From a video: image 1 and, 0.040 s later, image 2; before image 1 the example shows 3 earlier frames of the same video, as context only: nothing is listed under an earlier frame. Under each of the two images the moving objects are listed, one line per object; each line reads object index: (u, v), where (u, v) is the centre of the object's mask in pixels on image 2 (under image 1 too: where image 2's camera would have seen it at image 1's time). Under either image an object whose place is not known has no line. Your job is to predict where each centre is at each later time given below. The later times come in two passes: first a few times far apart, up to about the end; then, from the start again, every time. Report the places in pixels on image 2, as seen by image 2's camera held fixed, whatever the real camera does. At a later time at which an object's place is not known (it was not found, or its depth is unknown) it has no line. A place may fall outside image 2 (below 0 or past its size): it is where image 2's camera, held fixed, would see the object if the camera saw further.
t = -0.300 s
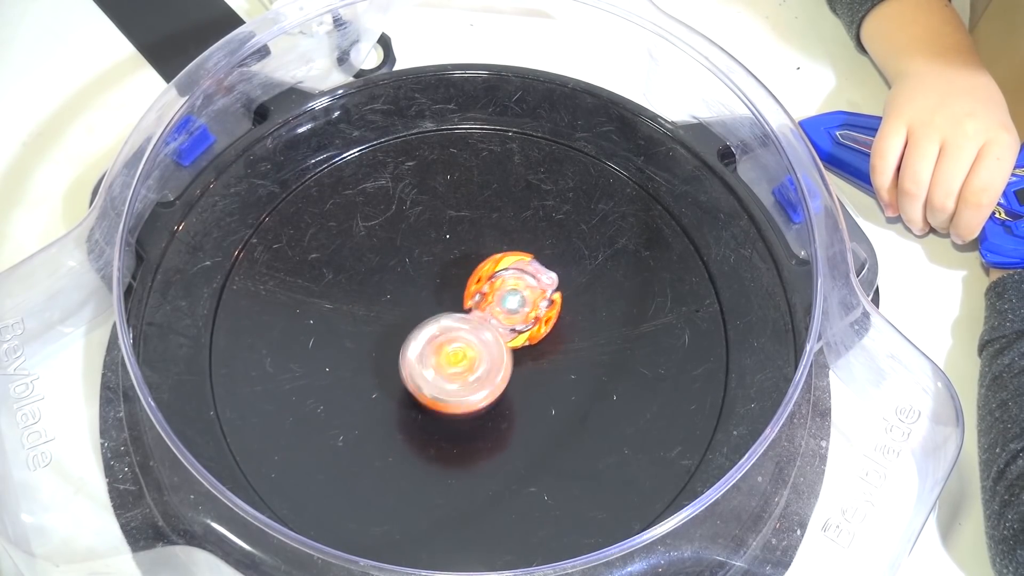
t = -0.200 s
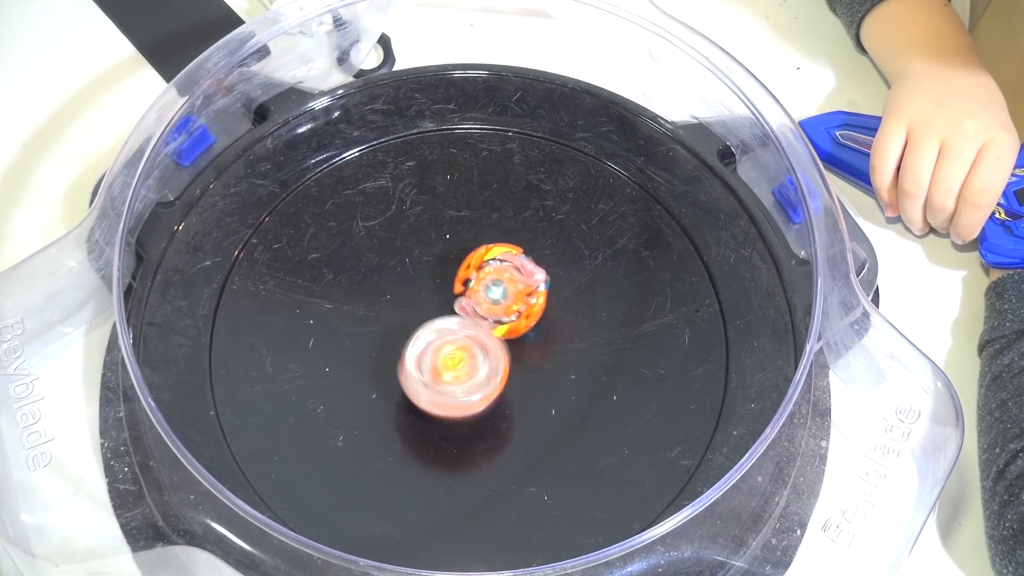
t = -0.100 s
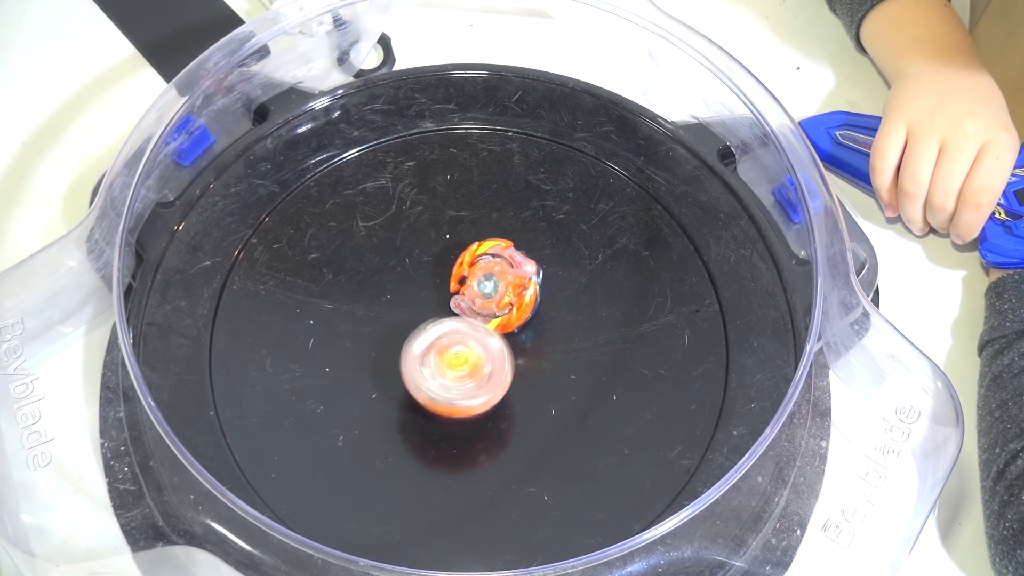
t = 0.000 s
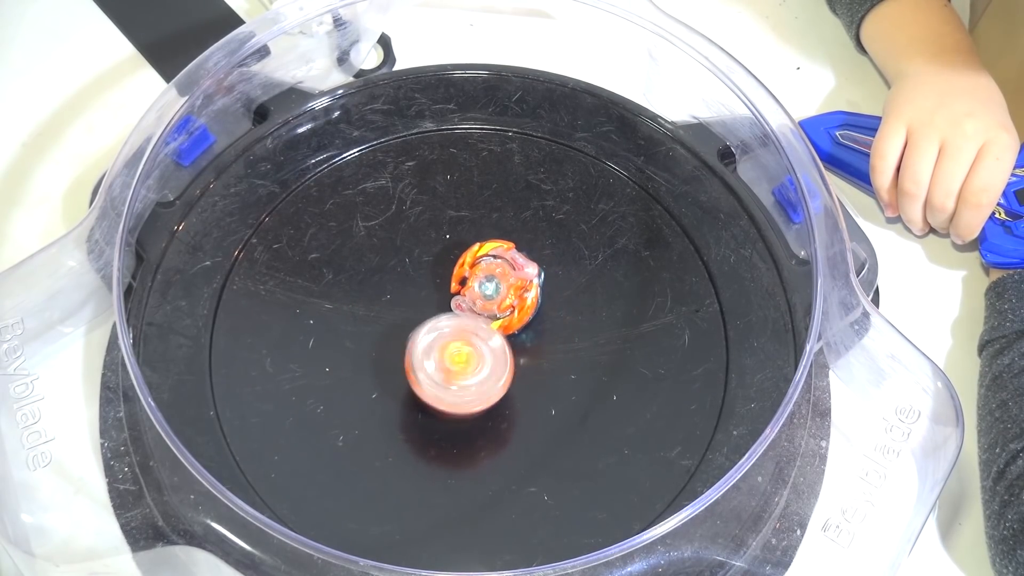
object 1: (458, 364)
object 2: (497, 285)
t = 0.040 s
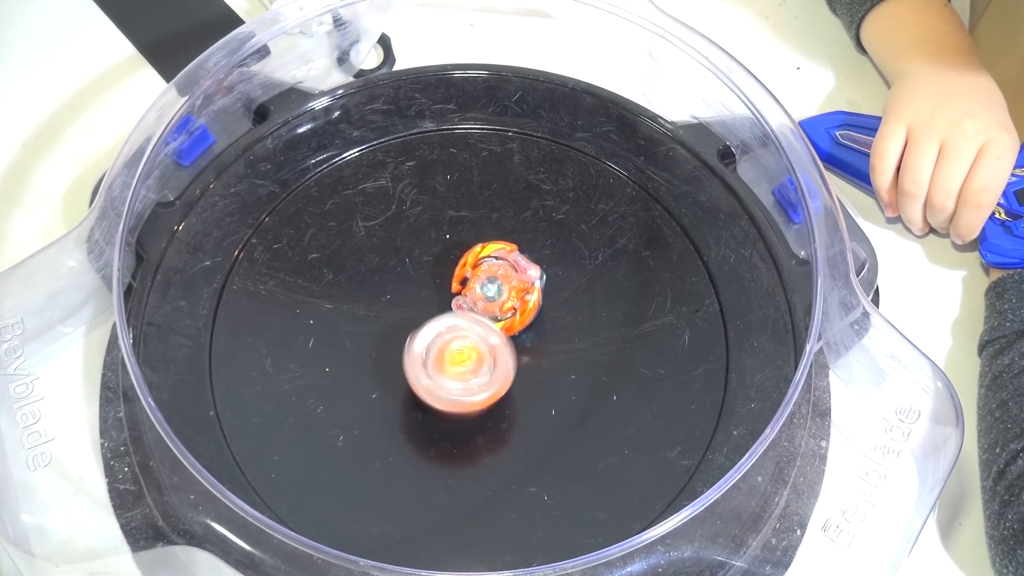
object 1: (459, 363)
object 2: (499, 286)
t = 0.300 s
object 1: (436, 350)
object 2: (537, 297)
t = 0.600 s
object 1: (432, 332)
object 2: (545, 337)
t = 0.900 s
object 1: (436, 273)
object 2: (580, 419)
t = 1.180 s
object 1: (447, 302)
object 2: (520, 395)
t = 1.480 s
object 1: (423, 326)
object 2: (520, 373)
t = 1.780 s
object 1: (444, 320)
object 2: (505, 397)
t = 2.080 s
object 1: (502, 291)
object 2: (502, 402)
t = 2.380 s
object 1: (502, 283)
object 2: (534, 369)
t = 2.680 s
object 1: (502, 283)
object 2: (510, 369)
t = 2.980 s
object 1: (493, 301)
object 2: (496, 388)
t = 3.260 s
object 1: (469, 306)
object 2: (497, 385)
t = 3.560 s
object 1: (468, 306)
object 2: (497, 384)
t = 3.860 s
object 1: (467, 306)
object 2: (497, 385)
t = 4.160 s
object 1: (467, 306)
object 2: (497, 384)
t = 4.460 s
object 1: (467, 306)
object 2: (497, 384)
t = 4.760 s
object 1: (468, 306)
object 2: (497, 384)
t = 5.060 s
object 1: (468, 306)
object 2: (497, 384)
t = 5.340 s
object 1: (468, 306)
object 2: (497, 384)
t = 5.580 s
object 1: (468, 306)
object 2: (497, 384)
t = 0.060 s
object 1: (459, 362)
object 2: (500, 286)
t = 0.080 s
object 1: (460, 361)
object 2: (502, 287)
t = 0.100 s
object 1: (459, 360)
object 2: (504, 288)
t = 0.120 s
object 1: (459, 359)
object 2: (507, 289)
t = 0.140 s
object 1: (458, 359)
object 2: (510, 290)
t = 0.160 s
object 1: (451, 358)
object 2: (517, 291)
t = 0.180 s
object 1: (446, 355)
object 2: (524, 293)
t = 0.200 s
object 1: (441, 354)
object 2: (531, 293)
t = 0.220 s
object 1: (438, 351)
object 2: (535, 293)
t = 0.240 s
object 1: (437, 349)
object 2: (537, 293)
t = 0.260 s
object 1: (437, 349)
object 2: (538, 294)
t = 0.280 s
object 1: (436, 350)
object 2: (537, 295)
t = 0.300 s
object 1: (436, 350)
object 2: (537, 297)
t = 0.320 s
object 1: (434, 350)
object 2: (538, 298)
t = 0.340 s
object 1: (433, 350)
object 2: (538, 299)
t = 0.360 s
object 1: (433, 349)
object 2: (539, 301)
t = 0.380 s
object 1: (433, 347)
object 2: (540, 303)
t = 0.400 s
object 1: (434, 348)
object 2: (540, 304)
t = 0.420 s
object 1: (433, 347)
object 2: (540, 306)
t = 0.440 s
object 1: (433, 347)
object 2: (540, 309)
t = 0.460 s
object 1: (434, 346)
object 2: (539, 311)
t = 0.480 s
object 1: (433, 345)
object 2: (538, 314)
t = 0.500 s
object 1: (434, 345)
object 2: (536, 317)
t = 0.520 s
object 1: (435, 343)
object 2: (534, 320)
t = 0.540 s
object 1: (434, 341)
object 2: (535, 323)
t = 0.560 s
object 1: (431, 338)
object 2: (540, 325)
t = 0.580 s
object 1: (431, 335)
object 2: (543, 330)
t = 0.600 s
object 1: (432, 332)
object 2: (545, 337)
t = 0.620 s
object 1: (432, 331)
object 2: (546, 344)
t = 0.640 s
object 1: (435, 328)
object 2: (546, 349)
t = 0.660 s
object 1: (437, 328)
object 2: (545, 355)
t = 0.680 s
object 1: (441, 327)
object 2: (543, 360)
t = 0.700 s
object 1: (442, 326)
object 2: (541, 365)
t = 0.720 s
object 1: (446, 325)
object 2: (542, 367)
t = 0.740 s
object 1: (447, 323)
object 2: (542, 368)
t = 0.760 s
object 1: (451, 323)
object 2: (543, 369)
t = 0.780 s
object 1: (448, 313)
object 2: (553, 377)
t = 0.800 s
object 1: (443, 301)
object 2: (565, 388)
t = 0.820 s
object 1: (439, 292)
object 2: (573, 397)
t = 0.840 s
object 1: (436, 285)
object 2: (579, 404)
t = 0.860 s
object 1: (434, 279)
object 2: (581, 410)
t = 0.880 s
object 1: (434, 276)
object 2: (581, 415)
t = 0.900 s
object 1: (436, 273)
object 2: (580, 419)
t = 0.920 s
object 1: (441, 274)
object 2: (577, 423)
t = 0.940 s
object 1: (443, 277)
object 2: (574, 427)
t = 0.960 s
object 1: (446, 279)
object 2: (570, 430)
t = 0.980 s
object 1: (445, 283)
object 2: (565, 432)
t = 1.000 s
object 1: (443, 286)
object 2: (560, 434)
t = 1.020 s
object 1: (442, 287)
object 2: (554, 435)
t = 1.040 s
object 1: (442, 287)
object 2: (547, 435)
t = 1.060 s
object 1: (443, 288)
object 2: (540, 434)
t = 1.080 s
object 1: (443, 290)
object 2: (534, 430)
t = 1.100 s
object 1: (444, 291)
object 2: (528, 425)
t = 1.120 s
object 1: (445, 293)
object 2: (524, 418)
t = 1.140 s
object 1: (445, 295)
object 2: (521, 411)
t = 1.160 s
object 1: (446, 298)
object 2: (520, 403)
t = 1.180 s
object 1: (447, 302)
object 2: (520, 395)
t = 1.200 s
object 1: (446, 304)
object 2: (521, 388)
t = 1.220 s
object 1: (445, 307)
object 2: (522, 382)
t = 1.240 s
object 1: (444, 312)
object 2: (524, 377)
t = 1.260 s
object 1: (442, 316)
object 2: (526, 373)
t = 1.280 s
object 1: (440, 319)
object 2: (528, 371)
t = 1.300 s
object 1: (437, 323)
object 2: (529, 371)
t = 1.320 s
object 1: (435, 322)
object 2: (529, 371)
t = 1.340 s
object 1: (433, 324)
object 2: (529, 371)
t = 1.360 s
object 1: (430, 326)
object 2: (529, 371)
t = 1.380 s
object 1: (429, 326)
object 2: (528, 371)
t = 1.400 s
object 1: (427, 328)
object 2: (527, 371)
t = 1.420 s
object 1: (425, 329)
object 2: (525, 371)
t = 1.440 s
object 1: (423, 329)
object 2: (524, 372)
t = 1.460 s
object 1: (424, 328)
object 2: (522, 372)
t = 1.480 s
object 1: (423, 326)
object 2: (520, 373)
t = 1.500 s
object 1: (423, 324)
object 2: (517, 374)
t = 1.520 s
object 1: (423, 324)
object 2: (515, 375)
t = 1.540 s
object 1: (422, 325)
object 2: (513, 377)
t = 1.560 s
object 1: (421, 324)
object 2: (511, 379)
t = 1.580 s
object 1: (423, 324)
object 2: (509, 380)
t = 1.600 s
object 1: (426, 325)
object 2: (508, 382)
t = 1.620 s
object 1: (427, 326)
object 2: (506, 384)
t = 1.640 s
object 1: (430, 327)
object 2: (506, 386)
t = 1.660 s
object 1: (431, 328)
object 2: (505, 388)
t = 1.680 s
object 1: (430, 325)
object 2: (506, 391)
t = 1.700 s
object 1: (430, 320)
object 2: (506, 394)
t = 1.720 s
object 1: (432, 317)
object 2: (506, 396)
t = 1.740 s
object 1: (437, 316)
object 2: (505, 397)
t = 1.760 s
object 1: (441, 318)
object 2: (505, 397)
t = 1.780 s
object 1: (444, 320)
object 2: (505, 397)
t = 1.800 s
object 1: (449, 323)
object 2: (505, 397)
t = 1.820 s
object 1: (452, 324)
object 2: (505, 396)
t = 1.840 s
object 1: (455, 321)
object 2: (506, 399)
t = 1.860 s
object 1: (460, 317)
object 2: (506, 404)
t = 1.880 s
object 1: (465, 314)
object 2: (506, 407)
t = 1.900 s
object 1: (470, 312)
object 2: (508, 408)
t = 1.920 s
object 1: (475, 309)
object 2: (509, 409)
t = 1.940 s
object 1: (480, 307)
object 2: (510, 409)
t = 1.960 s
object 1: (486, 306)
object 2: (510, 409)
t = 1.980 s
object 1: (490, 304)
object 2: (510, 409)
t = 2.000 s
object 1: (494, 302)
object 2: (509, 408)
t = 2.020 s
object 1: (498, 300)
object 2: (507, 408)
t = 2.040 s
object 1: (500, 297)
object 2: (506, 406)
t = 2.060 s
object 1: (502, 294)
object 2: (504, 404)
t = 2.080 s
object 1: (502, 291)
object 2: (502, 402)
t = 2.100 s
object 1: (503, 289)
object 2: (500, 399)
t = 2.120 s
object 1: (503, 287)
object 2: (499, 395)
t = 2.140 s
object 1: (503, 284)
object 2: (498, 391)
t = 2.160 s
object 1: (502, 282)
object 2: (498, 386)
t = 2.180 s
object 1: (502, 281)
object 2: (499, 382)
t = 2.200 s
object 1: (502, 281)
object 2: (501, 378)
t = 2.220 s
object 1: (502, 280)
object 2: (504, 374)
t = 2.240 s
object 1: (501, 280)
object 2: (508, 370)
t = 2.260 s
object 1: (502, 281)
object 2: (513, 368)
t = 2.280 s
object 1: (502, 282)
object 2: (518, 366)
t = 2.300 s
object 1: (502, 283)
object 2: (523, 366)
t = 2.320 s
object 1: (502, 283)
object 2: (527, 367)
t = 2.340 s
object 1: (502, 283)
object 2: (530, 367)
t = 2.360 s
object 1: (502, 283)
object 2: (532, 368)
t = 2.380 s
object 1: (502, 283)
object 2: (534, 369)
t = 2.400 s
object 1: (502, 283)
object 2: (535, 369)
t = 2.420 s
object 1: (502, 283)
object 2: (535, 369)
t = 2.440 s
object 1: (502, 283)
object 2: (535, 369)
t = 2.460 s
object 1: (502, 283)
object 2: (535, 369)
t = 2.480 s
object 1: (502, 283)
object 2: (534, 369)
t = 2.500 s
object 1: (502, 283)
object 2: (533, 368)
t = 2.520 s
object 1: (502, 283)
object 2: (532, 368)
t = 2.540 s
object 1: (502, 283)
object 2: (531, 368)
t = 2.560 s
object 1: (502, 283)
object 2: (529, 367)
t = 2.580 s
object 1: (502, 284)
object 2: (526, 367)
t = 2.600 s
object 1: (502, 284)
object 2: (523, 367)
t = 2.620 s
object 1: (502, 284)
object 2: (520, 367)
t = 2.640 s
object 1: (502, 284)
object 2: (516, 367)
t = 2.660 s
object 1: (502, 283)
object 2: (513, 368)
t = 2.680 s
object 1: (502, 283)
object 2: (510, 369)
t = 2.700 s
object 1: (502, 283)
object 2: (508, 370)
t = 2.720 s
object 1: (502, 283)
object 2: (505, 372)
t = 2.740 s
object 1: (502, 283)
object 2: (503, 374)
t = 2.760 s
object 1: (502, 284)
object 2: (501, 376)
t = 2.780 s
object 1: (502, 286)
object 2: (499, 378)
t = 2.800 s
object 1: (503, 287)
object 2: (498, 381)
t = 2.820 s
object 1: (502, 289)
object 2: (497, 383)
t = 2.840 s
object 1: (502, 290)
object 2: (496, 384)
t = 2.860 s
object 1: (502, 291)
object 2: (496, 386)
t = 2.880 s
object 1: (501, 292)
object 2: (496, 387)
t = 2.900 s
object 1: (501, 294)
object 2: (496, 388)
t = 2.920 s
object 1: (500, 295)
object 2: (496, 389)
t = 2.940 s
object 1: (498, 297)
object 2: (496, 389)
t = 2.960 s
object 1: (496, 299)
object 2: (496, 389)
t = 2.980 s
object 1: (493, 301)
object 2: (496, 388)
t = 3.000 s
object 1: (489, 303)
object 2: (496, 388)
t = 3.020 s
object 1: (485, 304)
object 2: (496, 388)
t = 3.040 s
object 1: (480, 304)
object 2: (496, 387)
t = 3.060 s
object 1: (476, 305)
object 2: (496, 387)
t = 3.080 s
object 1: (472, 306)
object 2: (496, 387)
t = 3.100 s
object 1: (467, 306)
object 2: (496, 387)
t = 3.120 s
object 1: (464, 306)
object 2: (496, 388)
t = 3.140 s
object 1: (463, 306)
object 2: (496, 388)
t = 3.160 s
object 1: (462, 306)
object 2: (496, 388)
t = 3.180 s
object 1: (462, 306)
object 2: (496, 387)
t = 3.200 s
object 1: (463, 306)
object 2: (496, 387)
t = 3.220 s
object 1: (464, 306)
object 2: (496, 386)
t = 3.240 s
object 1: (466, 306)
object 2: (496, 385)
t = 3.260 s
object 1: (469, 306)
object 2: (497, 385)
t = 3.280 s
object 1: (470, 305)
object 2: (497, 384)
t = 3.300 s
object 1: (470, 305)
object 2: (497, 384)
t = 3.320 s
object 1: (470, 305)
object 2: (497, 383)
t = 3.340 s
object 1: (470, 305)
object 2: (497, 383)
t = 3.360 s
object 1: (470, 305)
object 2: (497, 384)
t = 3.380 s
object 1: (469, 305)
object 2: (497, 384)
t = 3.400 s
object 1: (468, 306)
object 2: (497, 385)
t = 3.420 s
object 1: (466, 306)
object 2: (497, 385)
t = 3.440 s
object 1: (465, 306)
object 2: (496, 385)
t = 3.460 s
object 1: (465, 306)
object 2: (496, 386)
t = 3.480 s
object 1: (465, 306)
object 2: (496, 386)
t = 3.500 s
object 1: (466, 306)
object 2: (497, 385)
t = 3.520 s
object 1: (466, 306)
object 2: (497, 385)
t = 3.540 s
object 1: (467, 306)
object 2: (497, 385)
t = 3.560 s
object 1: (468, 306)
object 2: (497, 384)
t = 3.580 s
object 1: (468, 306)
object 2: (497, 384)
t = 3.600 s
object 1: (468, 306)
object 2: (497, 384)
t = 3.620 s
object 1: (467, 306)
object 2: (497, 385)
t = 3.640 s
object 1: (467, 306)
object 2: (497, 385)
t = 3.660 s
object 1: (467, 306)
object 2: (497, 385)
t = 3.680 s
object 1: (468, 306)
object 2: (497, 385)
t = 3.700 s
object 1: (468, 306)
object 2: (497, 385)
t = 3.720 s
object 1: (467, 306)
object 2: (496, 385)
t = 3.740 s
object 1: (467, 306)
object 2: (497, 385)
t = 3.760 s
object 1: (467, 306)
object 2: (497, 385)
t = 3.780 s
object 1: (467, 306)
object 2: (497, 385)
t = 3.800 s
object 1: (467, 306)
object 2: (496, 385)
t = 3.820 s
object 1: (467, 306)
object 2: (497, 385)
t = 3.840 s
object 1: (467, 306)
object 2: (497, 385)
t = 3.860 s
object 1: (467, 306)
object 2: (497, 385)
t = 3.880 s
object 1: (467, 306)
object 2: (497, 385)
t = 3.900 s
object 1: (467, 306)
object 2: (497, 385)
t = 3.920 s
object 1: (467, 306)
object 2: (497, 385)
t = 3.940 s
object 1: (467, 306)
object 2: (497, 385)
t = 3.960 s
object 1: (467, 306)
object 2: (497, 385)
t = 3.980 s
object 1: (467, 306)
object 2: (497, 385)
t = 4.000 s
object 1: (467, 306)
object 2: (497, 385)
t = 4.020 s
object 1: (467, 306)
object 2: (497, 385)
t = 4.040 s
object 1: (467, 306)
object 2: (497, 385)
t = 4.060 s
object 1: (467, 306)
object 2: (497, 384)
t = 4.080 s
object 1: (467, 306)
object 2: (497, 385)
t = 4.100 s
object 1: (467, 306)
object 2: (497, 384)
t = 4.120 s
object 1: (467, 306)
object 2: (497, 384)
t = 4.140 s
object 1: (467, 306)
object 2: (497, 385)
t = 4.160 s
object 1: (467, 306)
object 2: (497, 384)
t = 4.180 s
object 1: (467, 306)
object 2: (497, 385)
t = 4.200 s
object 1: (467, 306)
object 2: (497, 385)
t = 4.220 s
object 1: (467, 306)
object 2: (497, 385)
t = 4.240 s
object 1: (467, 306)
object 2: (497, 385)
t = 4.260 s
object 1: (467, 306)
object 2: (497, 385)
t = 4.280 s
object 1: (467, 306)
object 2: (497, 385)
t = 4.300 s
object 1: (467, 306)
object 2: (497, 385)
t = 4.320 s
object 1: (467, 306)
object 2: (497, 384)
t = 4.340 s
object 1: (467, 306)
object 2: (497, 384)
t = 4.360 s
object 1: (467, 306)
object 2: (497, 384)
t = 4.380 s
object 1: (467, 306)
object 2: (497, 384)
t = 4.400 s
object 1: (467, 306)
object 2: (497, 384)
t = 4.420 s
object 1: (467, 306)
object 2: (497, 384)
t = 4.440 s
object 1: (467, 306)
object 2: (497, 384)
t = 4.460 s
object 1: (467, 306)
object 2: (497, 384)
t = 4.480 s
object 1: (467, 306)
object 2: (497, 384)
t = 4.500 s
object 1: (468, 306)
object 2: (497, 384)
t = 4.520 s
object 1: (467, 306)
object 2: (497, 384)
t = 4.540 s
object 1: (467, 306)
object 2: (497, 384)
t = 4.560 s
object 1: (467, 306)
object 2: (497, 384)
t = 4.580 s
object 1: (468, 306)
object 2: (497, 384)
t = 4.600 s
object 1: (468, 306)
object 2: (497, 384)
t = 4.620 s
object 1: (468, 306)
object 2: (497, 384)
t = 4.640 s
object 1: (468, 306)
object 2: (497, 384)
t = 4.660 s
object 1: (467, 306)
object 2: (497, 384)
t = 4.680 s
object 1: (468, 306)
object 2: (497, 384)
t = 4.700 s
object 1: (468, 306)
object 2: (497, 384)
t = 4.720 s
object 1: (468, 306)
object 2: (497, 384)
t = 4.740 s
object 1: (468, 306)
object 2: (497, 384)
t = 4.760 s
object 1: (468, 306)
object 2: (497, 384)
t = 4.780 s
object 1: (468, 306)
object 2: (497, 384)
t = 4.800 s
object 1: (468, 306)
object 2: (497, 384)
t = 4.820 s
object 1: (468, 306)
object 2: (497, 384)
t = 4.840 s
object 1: (468, 306)
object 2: (497, 384)
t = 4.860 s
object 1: (468, 306)
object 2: (497, 384)
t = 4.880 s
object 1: (468, 306)
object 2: (497, 384)
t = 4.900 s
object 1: (468, 306)
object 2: (497, 384)
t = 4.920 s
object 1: (468, 306)
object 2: (497, 384)
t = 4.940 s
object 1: (468, 306)
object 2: (497, 384)
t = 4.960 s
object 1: (468, 306)
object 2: (497, 384)
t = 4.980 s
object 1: (468, 306)
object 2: (497, 384)
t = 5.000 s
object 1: (468, 306)
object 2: (497, 384)
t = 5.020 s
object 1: (468, 306)
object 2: (497, 384)
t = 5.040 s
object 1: (468, 306)
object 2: (497, 384)
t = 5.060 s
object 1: (468, 306)
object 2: (497, 384)
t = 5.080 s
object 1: (468, 306)
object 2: (497, 384)
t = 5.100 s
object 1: (468, 306)
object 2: (497, 384)
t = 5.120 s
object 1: (468, 306)
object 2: (497, 384)
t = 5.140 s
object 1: (468, 306)
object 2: (497, 385)
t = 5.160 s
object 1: (468, 306)
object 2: (497, 385)
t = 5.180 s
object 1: (468, 306)
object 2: (497, 384)
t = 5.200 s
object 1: (468, 306)
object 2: (497, 384)
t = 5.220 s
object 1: (468, 306)
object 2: (497, 385)
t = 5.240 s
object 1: (468, 306)
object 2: (497, 384)
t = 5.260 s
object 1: (468, 306)
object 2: (497, 384)
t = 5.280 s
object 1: (468, 306)
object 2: (497, 384)
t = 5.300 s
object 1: (468, 306)
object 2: (497, 384)
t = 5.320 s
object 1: (468, 306)
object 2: (497, 384)
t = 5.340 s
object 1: (468, 306)
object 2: (497, 384)
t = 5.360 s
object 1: (468, 306)
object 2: (497, 384)
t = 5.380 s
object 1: (468, 306)
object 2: (497, 384)
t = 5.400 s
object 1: (468, 306)
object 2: (497, 384)
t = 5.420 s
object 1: (468, 306)
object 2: (497, 384)
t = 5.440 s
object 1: (468, 306)
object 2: (497, 384)
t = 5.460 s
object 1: (468, 306)
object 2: (497, 384)
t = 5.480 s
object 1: (468, 306)
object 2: (497, 385)
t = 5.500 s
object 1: (468, 306)
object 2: (497, 384)
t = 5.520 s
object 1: (468, 306)
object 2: (497, 384)
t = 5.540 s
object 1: (468, 306)
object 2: (497, 384)
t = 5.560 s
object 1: (468, 306)
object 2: (497, 385)
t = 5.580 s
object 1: (468, 306)
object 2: (497, 384)
